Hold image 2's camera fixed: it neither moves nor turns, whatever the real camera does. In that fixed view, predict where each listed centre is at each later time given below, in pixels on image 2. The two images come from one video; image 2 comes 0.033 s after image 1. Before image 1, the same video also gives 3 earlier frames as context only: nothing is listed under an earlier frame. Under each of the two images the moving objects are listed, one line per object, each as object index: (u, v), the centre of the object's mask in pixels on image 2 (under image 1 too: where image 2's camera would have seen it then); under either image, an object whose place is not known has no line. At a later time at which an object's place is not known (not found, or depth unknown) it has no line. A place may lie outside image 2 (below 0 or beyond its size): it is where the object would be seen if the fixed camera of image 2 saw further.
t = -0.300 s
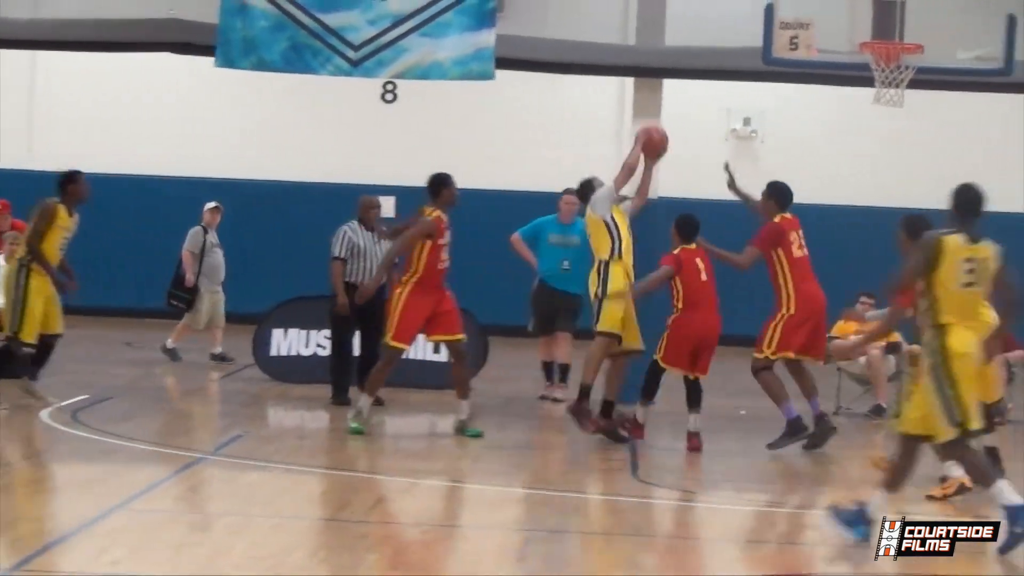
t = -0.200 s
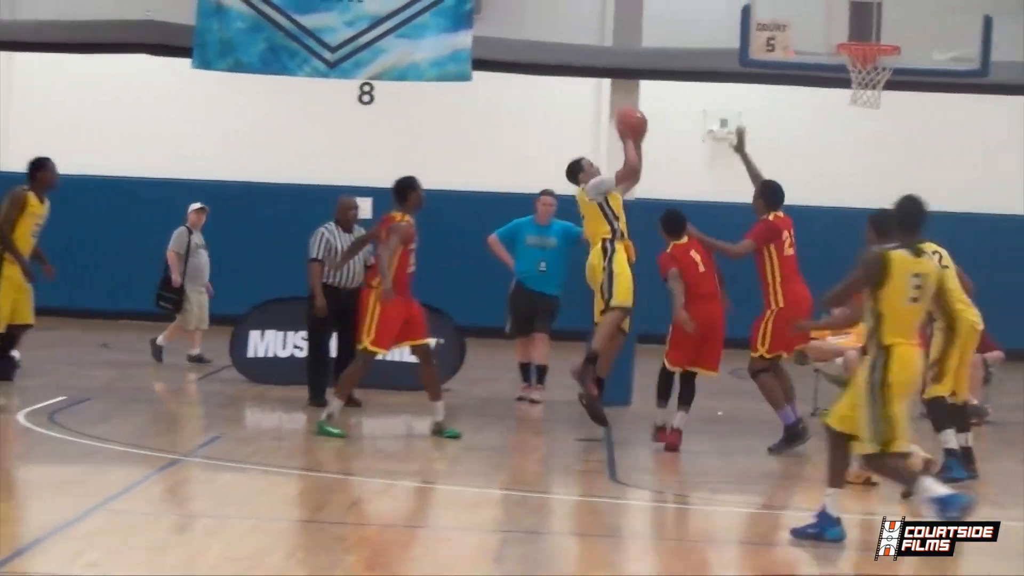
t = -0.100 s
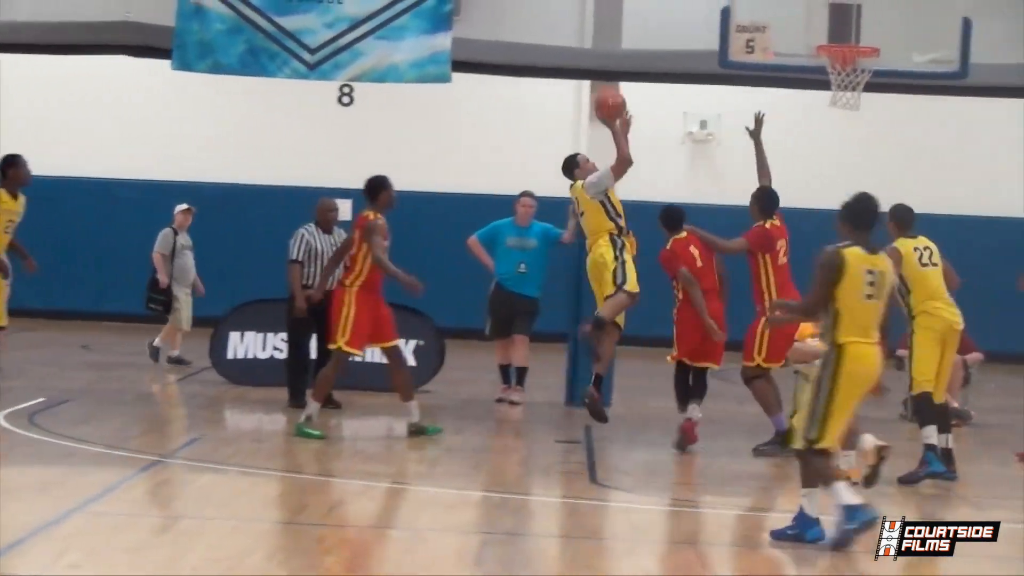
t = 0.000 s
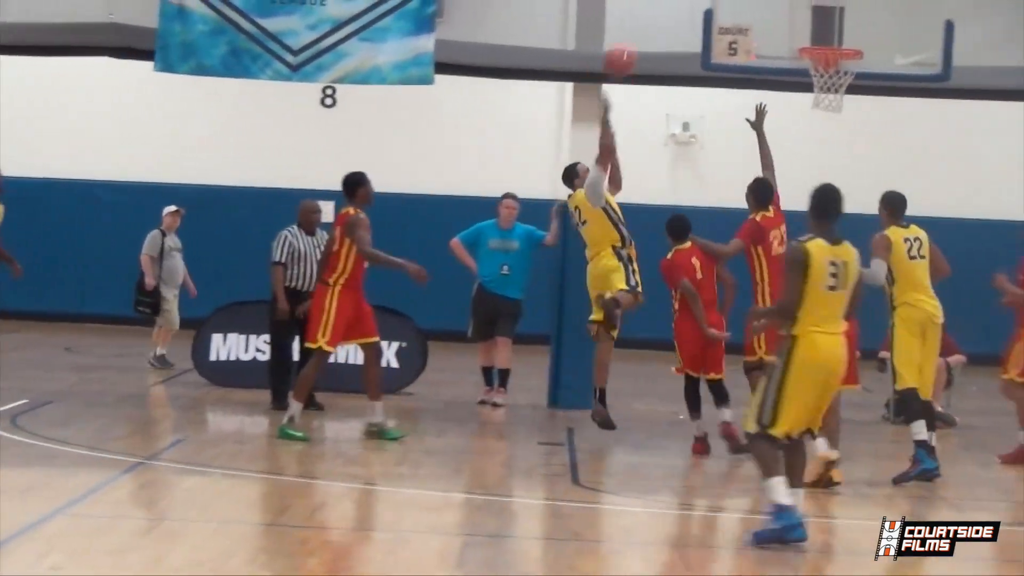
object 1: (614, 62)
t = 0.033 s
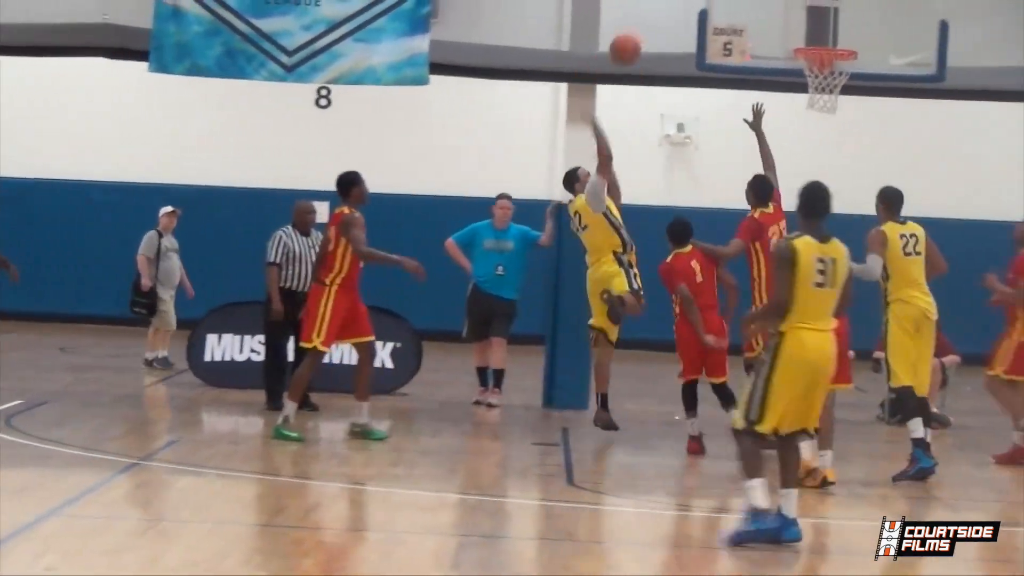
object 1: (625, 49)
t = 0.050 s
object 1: (630, 44)
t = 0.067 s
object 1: (637, 36)
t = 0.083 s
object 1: (642, 31)
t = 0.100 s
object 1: (648, 25)
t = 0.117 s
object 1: (654, 20)
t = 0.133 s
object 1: (659, 14)
